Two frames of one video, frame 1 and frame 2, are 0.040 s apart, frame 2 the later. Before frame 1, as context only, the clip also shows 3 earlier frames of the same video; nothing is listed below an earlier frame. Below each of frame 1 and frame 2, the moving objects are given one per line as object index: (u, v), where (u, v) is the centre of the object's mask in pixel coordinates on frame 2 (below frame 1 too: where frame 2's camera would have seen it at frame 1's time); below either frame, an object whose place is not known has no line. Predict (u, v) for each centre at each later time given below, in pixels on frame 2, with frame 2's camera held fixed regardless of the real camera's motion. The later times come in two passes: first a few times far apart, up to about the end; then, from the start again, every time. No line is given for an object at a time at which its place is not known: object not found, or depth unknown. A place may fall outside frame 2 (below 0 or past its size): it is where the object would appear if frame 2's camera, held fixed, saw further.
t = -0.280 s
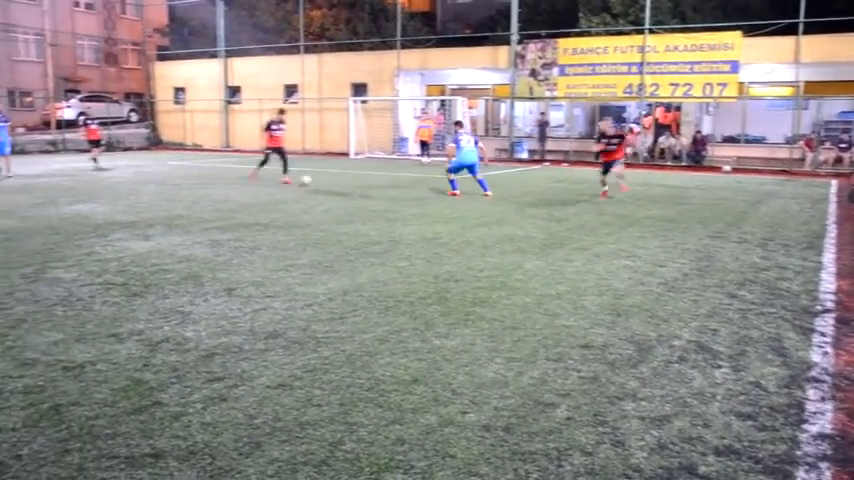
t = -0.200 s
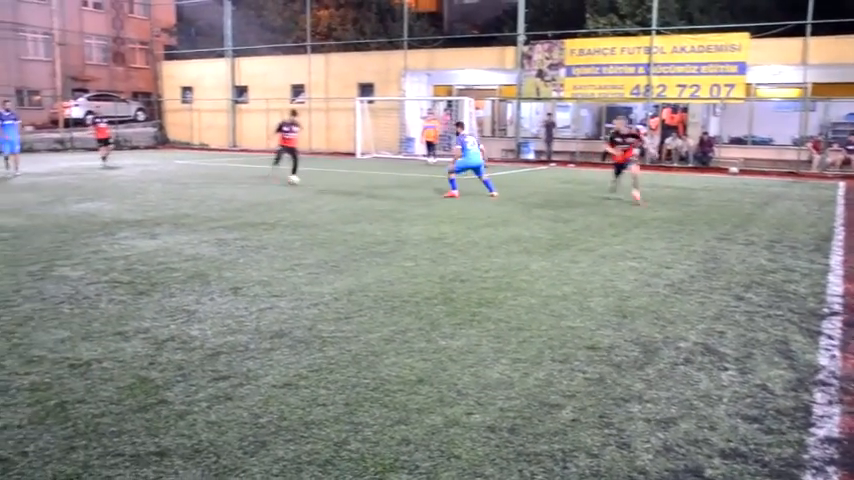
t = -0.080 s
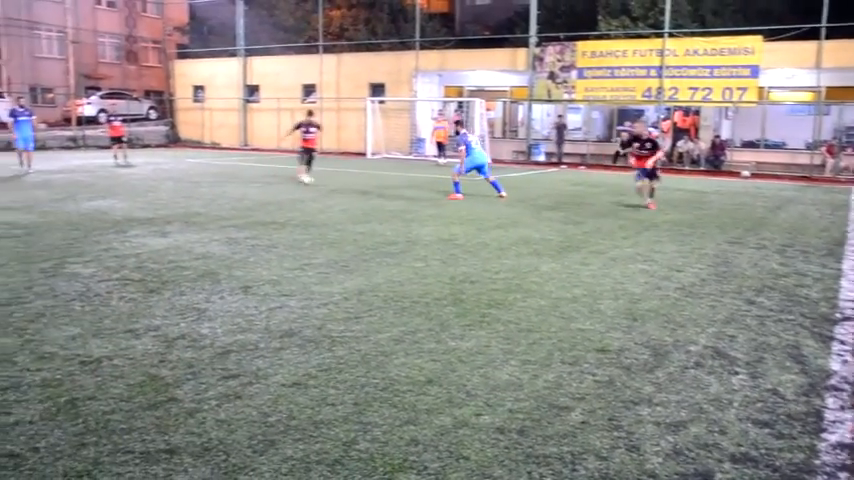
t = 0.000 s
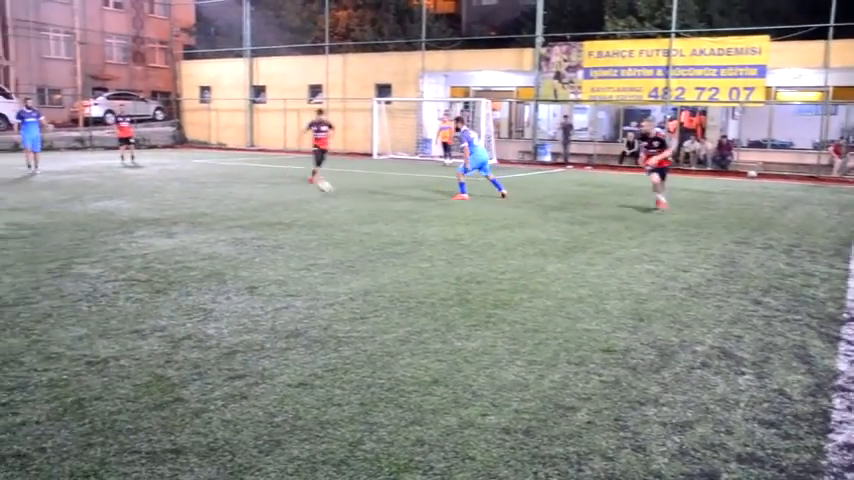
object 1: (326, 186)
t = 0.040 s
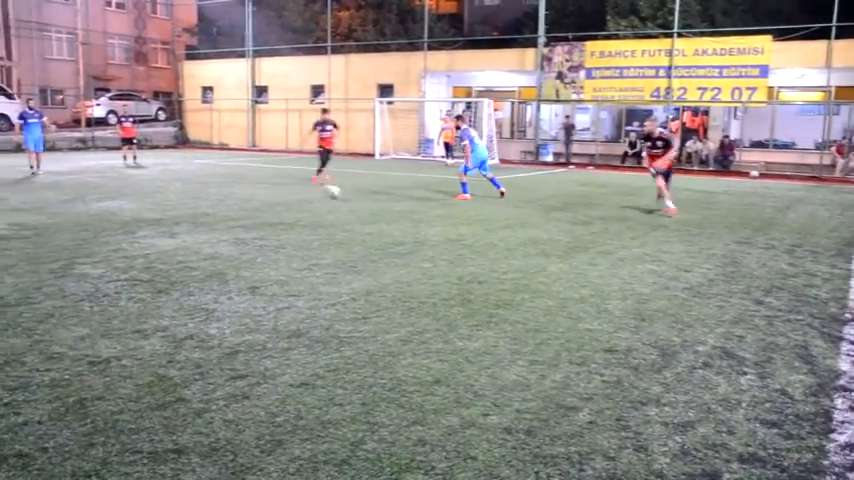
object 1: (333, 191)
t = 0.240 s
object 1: (366, 202)
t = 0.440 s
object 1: (403, 215)
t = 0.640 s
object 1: (447, 236)
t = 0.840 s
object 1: (498, 265)
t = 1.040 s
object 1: (571, 293)
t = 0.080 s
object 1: (338, 194)
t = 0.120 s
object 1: (345, 194)
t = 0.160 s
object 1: (351, 195)
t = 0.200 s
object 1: (359, 198)
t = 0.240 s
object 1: (366, 202)
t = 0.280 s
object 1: (373, 207)
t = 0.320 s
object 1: (382, 212)
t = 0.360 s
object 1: (388, 212)
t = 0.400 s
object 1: (395, 212)
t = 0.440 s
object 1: (403, 215)
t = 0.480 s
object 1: (412, 219)
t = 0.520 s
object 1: (420, 225)
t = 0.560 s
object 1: (429, 232)
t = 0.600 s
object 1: (438, 236)
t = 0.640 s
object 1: (447, 236)
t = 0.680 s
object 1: (456, 238)
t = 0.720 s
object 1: (465, 242)
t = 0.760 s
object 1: (475, 250)
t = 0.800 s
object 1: (486, 258)
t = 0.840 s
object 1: (498, 265)
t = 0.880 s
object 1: (511, 266)
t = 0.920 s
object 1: (524, 273)
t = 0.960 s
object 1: (538, 282)
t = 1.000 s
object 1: (554, 288)
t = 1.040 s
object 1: (571, 293)
